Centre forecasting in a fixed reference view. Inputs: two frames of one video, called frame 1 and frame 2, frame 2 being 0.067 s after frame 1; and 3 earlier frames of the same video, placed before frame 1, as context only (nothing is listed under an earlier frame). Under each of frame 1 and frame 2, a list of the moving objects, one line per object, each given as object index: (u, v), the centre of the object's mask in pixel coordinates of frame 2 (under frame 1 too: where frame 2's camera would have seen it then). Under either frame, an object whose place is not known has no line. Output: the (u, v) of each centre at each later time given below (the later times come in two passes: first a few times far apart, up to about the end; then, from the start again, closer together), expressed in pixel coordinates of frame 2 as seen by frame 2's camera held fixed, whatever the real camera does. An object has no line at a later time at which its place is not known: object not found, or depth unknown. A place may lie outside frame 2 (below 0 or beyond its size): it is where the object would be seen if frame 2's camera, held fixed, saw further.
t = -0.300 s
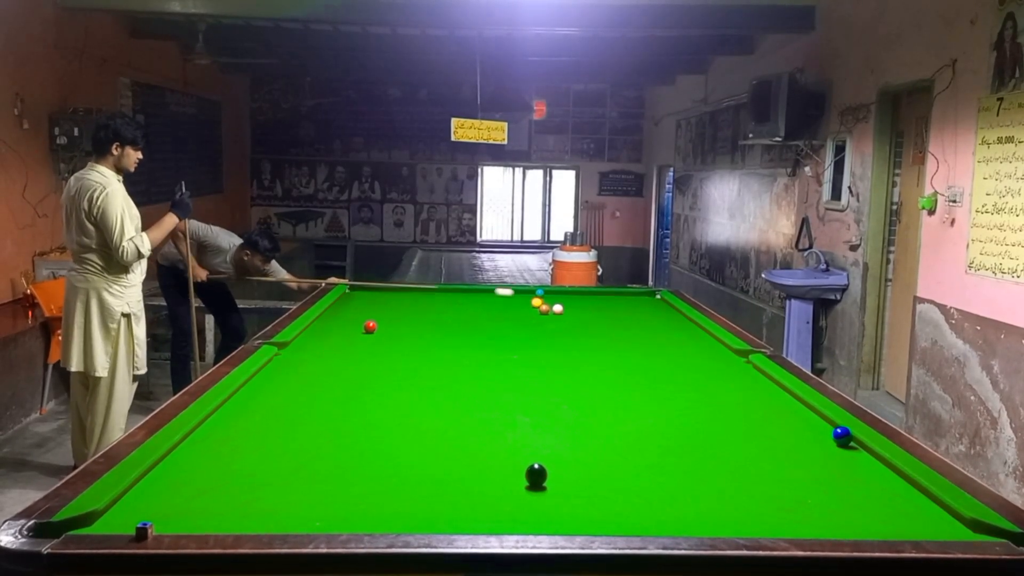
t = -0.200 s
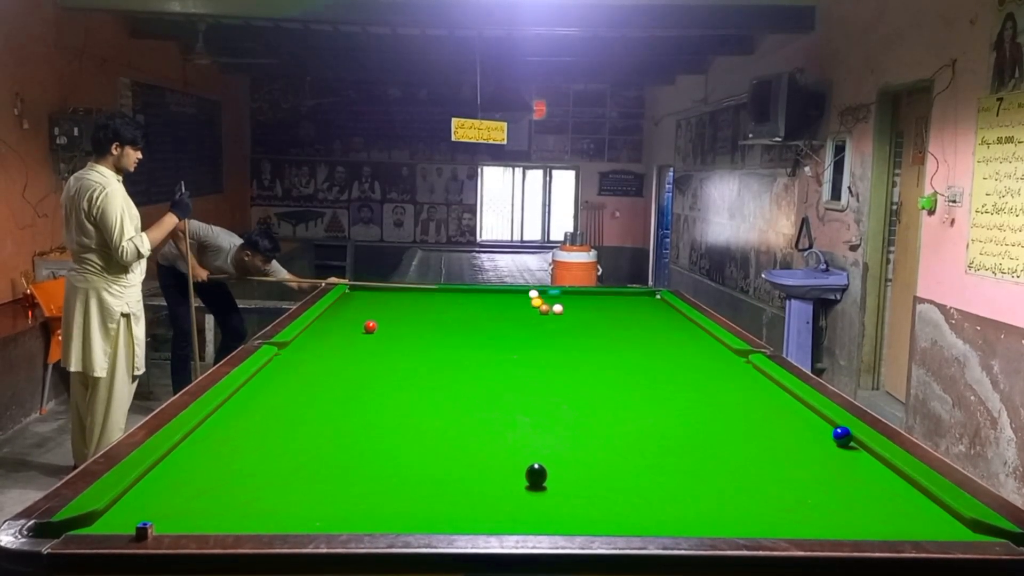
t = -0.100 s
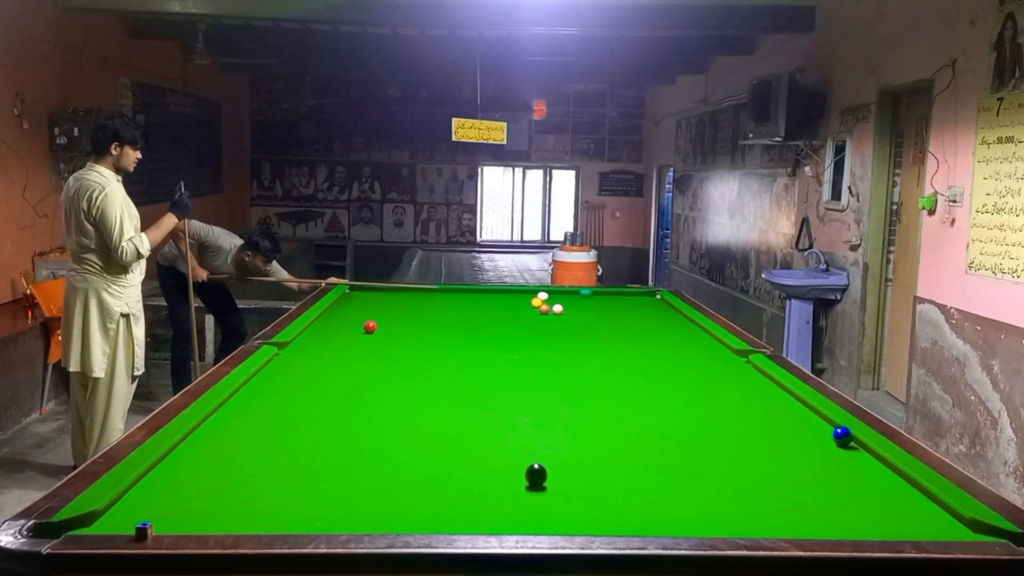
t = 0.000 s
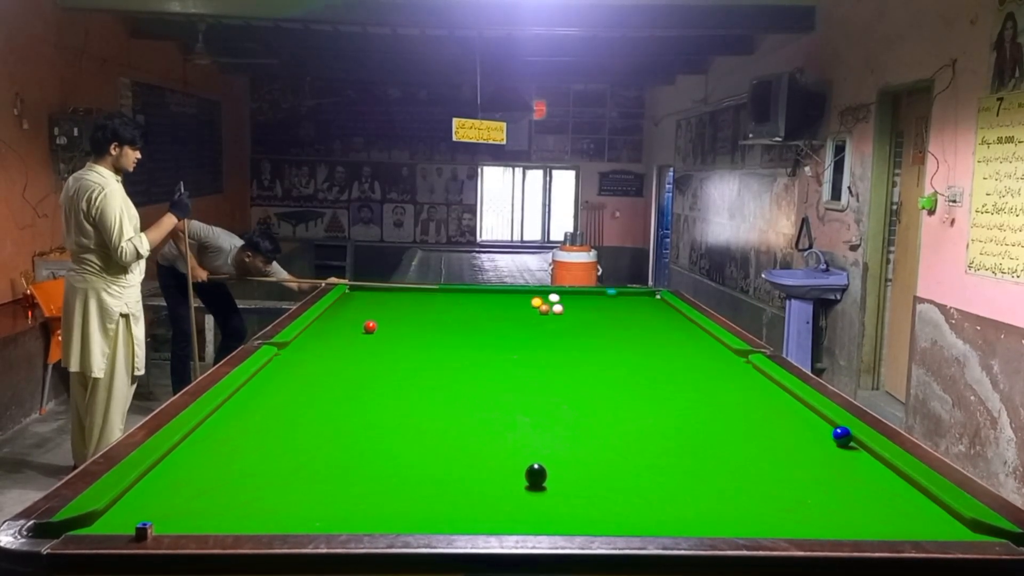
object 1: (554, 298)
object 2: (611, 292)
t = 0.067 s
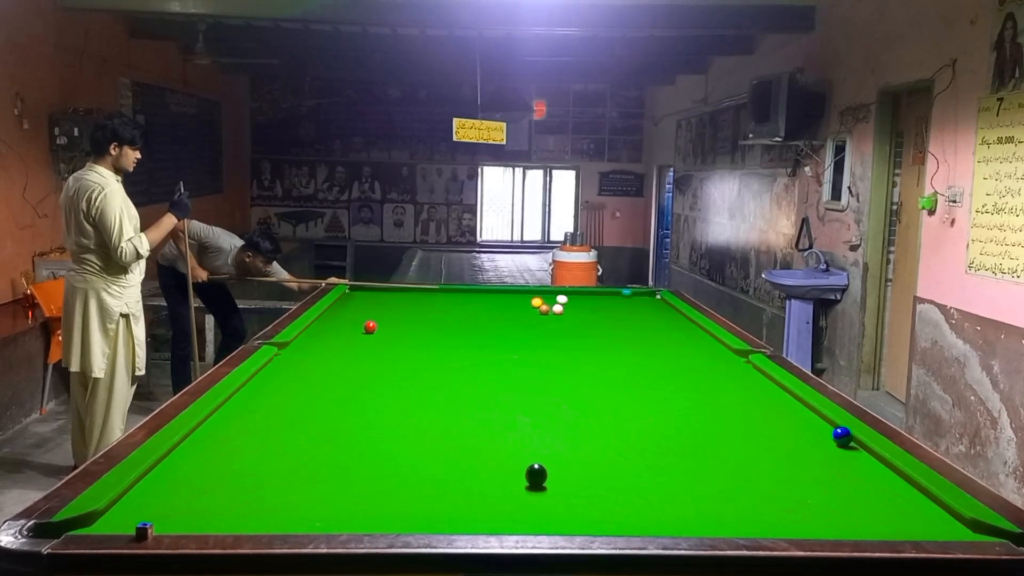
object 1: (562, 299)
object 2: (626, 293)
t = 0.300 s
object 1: (589, 303)
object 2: (644, 292)
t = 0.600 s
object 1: (625, 309)
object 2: (630, 294)
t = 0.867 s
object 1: (658, 315)
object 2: (619, 295)
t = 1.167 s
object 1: (687, 321)
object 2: (607, 296)
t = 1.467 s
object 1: (675, 324)
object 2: (596, 298)
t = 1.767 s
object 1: (663, 328)
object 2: (586, 299)
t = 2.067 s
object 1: (651, 331)
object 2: (578, 300)
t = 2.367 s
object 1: (640, 334)
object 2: (571, 301)
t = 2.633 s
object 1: (630, 337)
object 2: (566, 301)
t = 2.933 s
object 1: (619, 340)
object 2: (562, 301)
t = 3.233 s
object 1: (609, 342)
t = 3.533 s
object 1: (599, 345)
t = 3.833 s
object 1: (591, 347)
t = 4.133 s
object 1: (584, 349)
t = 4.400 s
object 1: (578, 350)
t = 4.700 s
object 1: (574, 352)
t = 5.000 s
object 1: (571, 353)
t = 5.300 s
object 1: (569, 353)
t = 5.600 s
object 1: (569, 353)
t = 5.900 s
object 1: (569, 354)
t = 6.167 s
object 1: (569, 354)
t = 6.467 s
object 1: (569, 354)
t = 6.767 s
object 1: (569, 353)
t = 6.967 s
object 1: (569, 354)
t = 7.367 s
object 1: (569, 353)
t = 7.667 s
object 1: (569, 353)
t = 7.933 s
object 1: (568, 353)
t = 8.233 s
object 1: (568, 353)
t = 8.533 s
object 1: (569, 354)
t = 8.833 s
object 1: (569, 353)
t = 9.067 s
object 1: (568, 353)
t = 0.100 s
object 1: (565, 300)
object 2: (633, 292)
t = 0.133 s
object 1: (569, 300)
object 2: (642, 293)
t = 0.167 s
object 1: (573, 301)
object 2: (649, 293)
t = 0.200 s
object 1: (577, 301)
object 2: (654, 293)
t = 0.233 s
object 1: (581, 302)
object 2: (651, 292)
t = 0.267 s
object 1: (585, 303)
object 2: (648, 292)
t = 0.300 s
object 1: (589, 303)
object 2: (644, 292)
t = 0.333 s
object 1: (593, 304)
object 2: (643, 292)
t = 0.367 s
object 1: (597, 305)
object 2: (641, 292)
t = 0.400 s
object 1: (601, 305)
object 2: (639, 293)
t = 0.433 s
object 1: (605, 306)
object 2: (637, 293)
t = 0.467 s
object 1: (609, 307)
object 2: (635, 293)
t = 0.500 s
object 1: (613, 307)
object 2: (634, 293)
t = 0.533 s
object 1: (617, 308)
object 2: (633, 293)
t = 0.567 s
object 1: (621, 309)
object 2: (631, 293)
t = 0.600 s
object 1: (625, 309)
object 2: (630, 294)
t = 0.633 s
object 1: (629, 310)
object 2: (629, 294)
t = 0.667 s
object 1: (633, 311)
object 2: (627, 294)
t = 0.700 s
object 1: (637, 312)
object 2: (626, 294)
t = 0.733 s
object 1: (642, 312)
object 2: (624, 294)
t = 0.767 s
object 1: (646, 313)
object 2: (622, 295)
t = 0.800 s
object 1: (650, 314)
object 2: (621, 295)
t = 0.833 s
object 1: (654, 314)
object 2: (620, 295)
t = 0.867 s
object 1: (658, 315)
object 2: (619, 295)
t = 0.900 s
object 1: (662, 316)
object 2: (618, 295)
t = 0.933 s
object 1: (666, 316)
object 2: (616, 295)
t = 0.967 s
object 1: (670, 317)
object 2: (615, 296)
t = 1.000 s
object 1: (674, 318)
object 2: (614, 295)
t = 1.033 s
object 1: (679, 318)
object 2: (613, 296)
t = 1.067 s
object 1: (683, 319)
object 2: (615, 294)
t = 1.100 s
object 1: (687, 320)
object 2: (612, 295)
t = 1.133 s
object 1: (689, 320)
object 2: (609, 296)
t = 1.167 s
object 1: (687, 321)
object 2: (607, 296)
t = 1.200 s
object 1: (686, 321)
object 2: (606, 296)
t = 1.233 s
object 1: (685, 322)
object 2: (605, 297)
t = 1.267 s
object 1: (683, 322)
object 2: (603, 297)
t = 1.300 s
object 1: (682, 322)
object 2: (602, 297)
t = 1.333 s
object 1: (681, 323)
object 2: (601, 298)
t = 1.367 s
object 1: (679, 323)
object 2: (600, 298)
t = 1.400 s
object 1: (678, 324)
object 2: (598, 298)
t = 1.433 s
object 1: (677, 324)
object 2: (597, 298)
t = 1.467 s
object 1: (675, 324)
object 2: (596, 298)
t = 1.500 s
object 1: (674, 325)
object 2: (595, 298)
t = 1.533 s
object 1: (673, 325)
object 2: (594, 298)
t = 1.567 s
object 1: (672, 325)
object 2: (593, 298)
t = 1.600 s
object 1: (670, 326)
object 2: (591, 298)
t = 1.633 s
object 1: (669, 326)
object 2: (590, 299)
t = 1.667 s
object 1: (667, 326)
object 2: (589, 299)
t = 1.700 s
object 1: (666, 327)
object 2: (588, 299)
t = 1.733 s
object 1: (664, 327)
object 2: (587, 299)
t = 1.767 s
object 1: (663, 328)
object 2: (586, 299)
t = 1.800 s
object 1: (662, 328)
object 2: (585, 299)
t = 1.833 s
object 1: (661, 329)
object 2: (584, 300)
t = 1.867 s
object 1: (659, 329)
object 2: (583, 300)
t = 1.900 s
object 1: (658, 329)
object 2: (583, 300)
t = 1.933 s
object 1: (657, 330)
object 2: (582, 300)
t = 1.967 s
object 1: (656, 330)
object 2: (581, 300)
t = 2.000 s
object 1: (654, 331)
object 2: (580, 300)
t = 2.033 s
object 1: (653, 331)
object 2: (579, 300)
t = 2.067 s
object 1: (651, 331)
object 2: (578, 300)
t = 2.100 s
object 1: (650, 331)
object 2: (577, 300)
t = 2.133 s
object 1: (649, 332)
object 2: (576, 301)
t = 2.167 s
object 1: (647, 332)
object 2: (575, 301)
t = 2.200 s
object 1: (646, 333)
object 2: (575, 301)
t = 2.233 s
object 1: (645, 333)
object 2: (574, 301)
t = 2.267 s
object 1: (643, 333)
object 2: (573, 301)
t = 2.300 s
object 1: (642, 334)
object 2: (572, 301)
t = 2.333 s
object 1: (641, 334)
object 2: (572, 301)
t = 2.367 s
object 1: (640, 334)
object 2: (571, 301)
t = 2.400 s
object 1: (639, 335)
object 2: (571, 301)
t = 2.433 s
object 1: (637, 335)
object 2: (570, 301)
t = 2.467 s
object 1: (636, 335)
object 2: (569, 301)
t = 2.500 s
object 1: (635, 336)
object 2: (569, 301)
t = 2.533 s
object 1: (633, 336)
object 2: (568, 301)
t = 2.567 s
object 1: (632, 337)
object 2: (568, 301)
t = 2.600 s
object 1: (631, 337)
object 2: (567, 301)
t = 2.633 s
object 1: (630, 337)
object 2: (566, 301)
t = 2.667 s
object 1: (629, 337)
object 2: (566, 301)
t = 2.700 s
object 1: (627, 338)
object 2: (565, 301)
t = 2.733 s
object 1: (626, 338)
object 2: (565, 301)
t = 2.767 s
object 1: (625, 338)
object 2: (564, 301)
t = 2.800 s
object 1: (624, 339)
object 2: (564, 301)
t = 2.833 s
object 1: (623, 339)
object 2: (563, 301)
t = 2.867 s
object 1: (621, 339)
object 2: (562, 301)
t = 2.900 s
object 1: (620, 340)
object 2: (562, 301)
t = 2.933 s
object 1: (619, 340)
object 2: (562, 301)
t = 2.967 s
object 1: (618, 340)
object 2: (561, 301)
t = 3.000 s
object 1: (617, 340)
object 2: (561, 301)
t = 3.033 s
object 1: (615, 341)
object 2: (560, 301)
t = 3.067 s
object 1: (614, 341)
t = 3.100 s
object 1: (613, 341)
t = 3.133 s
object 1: (612, 342)
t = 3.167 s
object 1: (611, 342)
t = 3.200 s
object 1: (610, 342)
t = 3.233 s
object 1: (609, 342)
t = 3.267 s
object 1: (608, 343)
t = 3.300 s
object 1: (607, 343)
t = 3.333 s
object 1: (605, 343)
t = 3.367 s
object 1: (605, 344)
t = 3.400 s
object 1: (603, 344)
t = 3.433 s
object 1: (602, 344)
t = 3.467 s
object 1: (601, 344)
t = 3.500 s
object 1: (600, 345)
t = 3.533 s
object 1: (599, 345)
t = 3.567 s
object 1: (598, 345)
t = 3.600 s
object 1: (597, 346)
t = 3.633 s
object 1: (596, 346)
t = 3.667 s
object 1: (595, 346)
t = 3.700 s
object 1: (595, 346)
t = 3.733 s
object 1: (594, 346)
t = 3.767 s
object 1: (593, 346)
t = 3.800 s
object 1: (592, 347)
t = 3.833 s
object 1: (591, 347)
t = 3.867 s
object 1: (590, 347)
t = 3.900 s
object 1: (589, 347)
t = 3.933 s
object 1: (588, 347)
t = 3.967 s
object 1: (587, 348)
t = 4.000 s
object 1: (587, 348)
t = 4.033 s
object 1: (586, 348)
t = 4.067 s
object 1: (585, 348)
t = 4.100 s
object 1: (584, 349)
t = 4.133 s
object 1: (584, 349)
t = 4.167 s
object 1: (583, 349)
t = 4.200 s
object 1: (582, 349)
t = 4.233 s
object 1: (582, 350)
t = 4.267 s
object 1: (581, 350)
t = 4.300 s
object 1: (580, 350)
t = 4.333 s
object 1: (580, 350)
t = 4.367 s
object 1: (579, 350)
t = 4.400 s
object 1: (578, 350)
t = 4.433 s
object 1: (578, 350)
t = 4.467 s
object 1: (577, 351)
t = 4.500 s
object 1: (577, 351)
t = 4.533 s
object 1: (576, 351)
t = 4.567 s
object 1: (576, 351)
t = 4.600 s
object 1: (575, 351)
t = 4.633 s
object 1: (575, 351)
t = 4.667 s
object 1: (574, 352)
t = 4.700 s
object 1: (574, 352)
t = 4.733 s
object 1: (573, 352)
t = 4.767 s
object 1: (573, 352)
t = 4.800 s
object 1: (572, 352)
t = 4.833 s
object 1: (572, 352)
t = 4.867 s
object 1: (572, 352)
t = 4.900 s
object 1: (572, 352)
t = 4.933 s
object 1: (571, 352)
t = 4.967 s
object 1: (571, 352)
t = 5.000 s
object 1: (571, 353)
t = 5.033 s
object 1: (570, 353)
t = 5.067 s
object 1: (570, 353)
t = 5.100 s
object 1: (570, 353)
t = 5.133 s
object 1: (570, 353)
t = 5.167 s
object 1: (570, 353)
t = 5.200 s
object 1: (570, 353)
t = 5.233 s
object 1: (570, 353)
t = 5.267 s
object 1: (570, 353)
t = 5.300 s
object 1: (569, 353)
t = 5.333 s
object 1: (569, 353)
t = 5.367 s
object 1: (569, 353)
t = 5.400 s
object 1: (569, 353)
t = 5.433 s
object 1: (569, 353)
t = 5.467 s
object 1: (569, 353)
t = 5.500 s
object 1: (569, 353)
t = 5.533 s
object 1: (569, 353)
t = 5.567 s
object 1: (569, 353)
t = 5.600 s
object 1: (569, 353)
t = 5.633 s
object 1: (569, 353)
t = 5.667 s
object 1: (569, 353)
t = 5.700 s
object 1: (569, 353)
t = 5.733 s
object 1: (569, 354)
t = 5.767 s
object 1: (569, 353)
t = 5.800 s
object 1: (569, 353)
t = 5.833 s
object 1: (569, 353)
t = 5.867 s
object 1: (569, 353)
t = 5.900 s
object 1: (569, 354)
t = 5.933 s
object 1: (569, 354)
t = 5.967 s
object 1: (569, 354)
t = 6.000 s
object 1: (569, 354)
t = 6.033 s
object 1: (568, 354)
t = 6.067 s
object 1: (569, 354)
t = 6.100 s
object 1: (568, 354)
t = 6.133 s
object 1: (569, 354)
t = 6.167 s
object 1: (569, 354)
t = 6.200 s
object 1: (569, 354)
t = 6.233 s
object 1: (569, 354)
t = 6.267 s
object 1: (569, 354)
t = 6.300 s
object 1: (569, 354)
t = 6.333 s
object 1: (569, 354)
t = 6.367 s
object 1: (569, 354)
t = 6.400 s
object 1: (569, 354)
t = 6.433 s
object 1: (569, 354)
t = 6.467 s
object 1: (569, 354)
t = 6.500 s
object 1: (569, 354)
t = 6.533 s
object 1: (569, 354)
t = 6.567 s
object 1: (569, 354)
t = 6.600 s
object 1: (569, 354)
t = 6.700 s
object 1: (569, 354)
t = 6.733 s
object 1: (569, 353)
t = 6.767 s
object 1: (569, 353)
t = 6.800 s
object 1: (569, 353)
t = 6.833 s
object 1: (569, 353)
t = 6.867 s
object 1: (569, 353)
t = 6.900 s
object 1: (568, 353)
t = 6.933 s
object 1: (569, 353)
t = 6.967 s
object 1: (569, 354)
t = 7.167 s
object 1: (569, 354)
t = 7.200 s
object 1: (569, 354)
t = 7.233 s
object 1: (568, 354)
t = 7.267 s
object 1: (568, 354)
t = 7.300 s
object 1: (568, 354)
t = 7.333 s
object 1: (568, 354)
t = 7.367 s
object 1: (569, 353)
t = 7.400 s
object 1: (568, 354)
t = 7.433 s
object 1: (569, 354)
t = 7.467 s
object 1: (569, 354)
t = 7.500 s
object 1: (569, 354)
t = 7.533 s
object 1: (569, 353)
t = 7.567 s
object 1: (569, 353)
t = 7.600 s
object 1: (569, 354)
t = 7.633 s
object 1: (569, 353)
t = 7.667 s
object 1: (569, 353)
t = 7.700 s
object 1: (569, 353)
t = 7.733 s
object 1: (569, 353)
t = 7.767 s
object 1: (568, 353)
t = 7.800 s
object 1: (568, 353)
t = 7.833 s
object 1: (568, 353)
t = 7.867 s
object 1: (568, 353)
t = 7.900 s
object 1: (568, 353)
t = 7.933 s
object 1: (568, 353)
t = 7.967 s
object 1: (568, 353)
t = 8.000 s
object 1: (568, 353)
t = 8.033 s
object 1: (568, 353)
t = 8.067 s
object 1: (568, 353)
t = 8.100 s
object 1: (568, 353)
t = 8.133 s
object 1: (568, 353)
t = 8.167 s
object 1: (568, 353)
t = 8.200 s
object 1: (568, 353)
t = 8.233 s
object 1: (568, 353)
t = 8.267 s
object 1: (568, 353)
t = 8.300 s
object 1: (568, 353)
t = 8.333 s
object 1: (568, 353)
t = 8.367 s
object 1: (568, 354)
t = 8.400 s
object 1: (568, 354)
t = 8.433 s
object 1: (569, 354)
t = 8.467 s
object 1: (569, 354)
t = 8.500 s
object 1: (569, 354)
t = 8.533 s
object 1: (569, 354)
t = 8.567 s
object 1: (568, 354)
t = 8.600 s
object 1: (568, 354)
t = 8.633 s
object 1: (568, 354)
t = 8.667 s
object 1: (568, 354)
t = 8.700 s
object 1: (568, 354)
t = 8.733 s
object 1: (568, 354)
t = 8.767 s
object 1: (568, 354)
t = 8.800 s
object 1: (568, 354)
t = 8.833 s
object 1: (569, 353)
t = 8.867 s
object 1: (569, 354)
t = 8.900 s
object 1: (568, 353)
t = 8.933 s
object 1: (568, 353)
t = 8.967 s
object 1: (568, 353)
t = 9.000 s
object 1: (568, 353)
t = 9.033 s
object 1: (568, 353)
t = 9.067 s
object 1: (568, 353)
